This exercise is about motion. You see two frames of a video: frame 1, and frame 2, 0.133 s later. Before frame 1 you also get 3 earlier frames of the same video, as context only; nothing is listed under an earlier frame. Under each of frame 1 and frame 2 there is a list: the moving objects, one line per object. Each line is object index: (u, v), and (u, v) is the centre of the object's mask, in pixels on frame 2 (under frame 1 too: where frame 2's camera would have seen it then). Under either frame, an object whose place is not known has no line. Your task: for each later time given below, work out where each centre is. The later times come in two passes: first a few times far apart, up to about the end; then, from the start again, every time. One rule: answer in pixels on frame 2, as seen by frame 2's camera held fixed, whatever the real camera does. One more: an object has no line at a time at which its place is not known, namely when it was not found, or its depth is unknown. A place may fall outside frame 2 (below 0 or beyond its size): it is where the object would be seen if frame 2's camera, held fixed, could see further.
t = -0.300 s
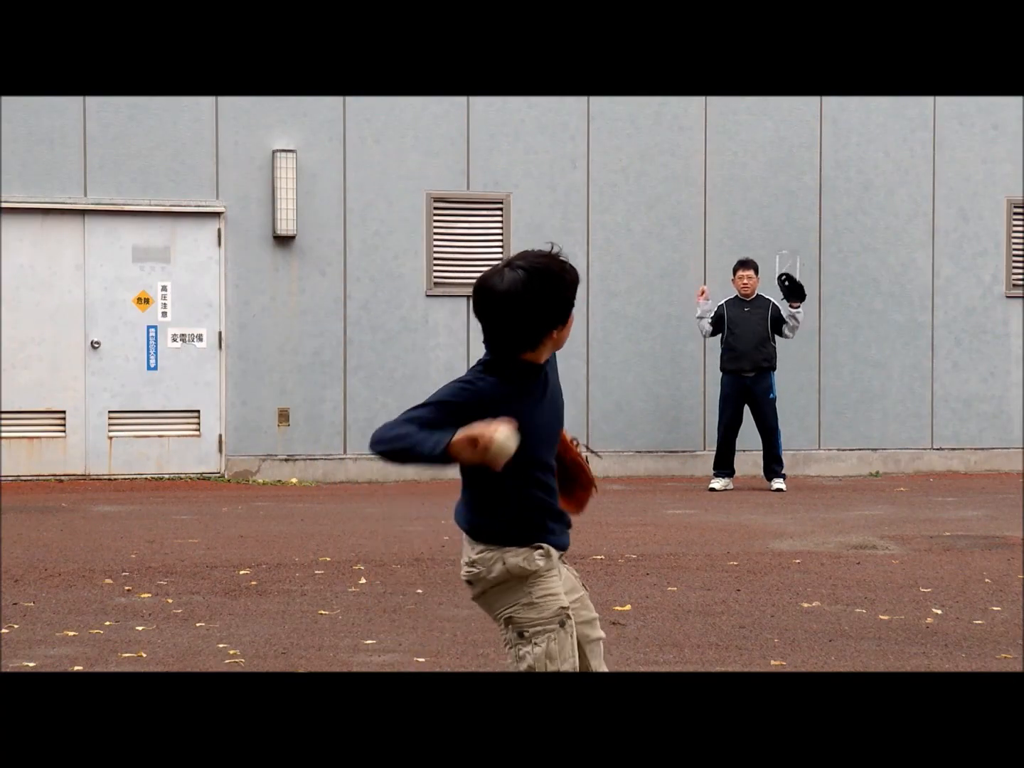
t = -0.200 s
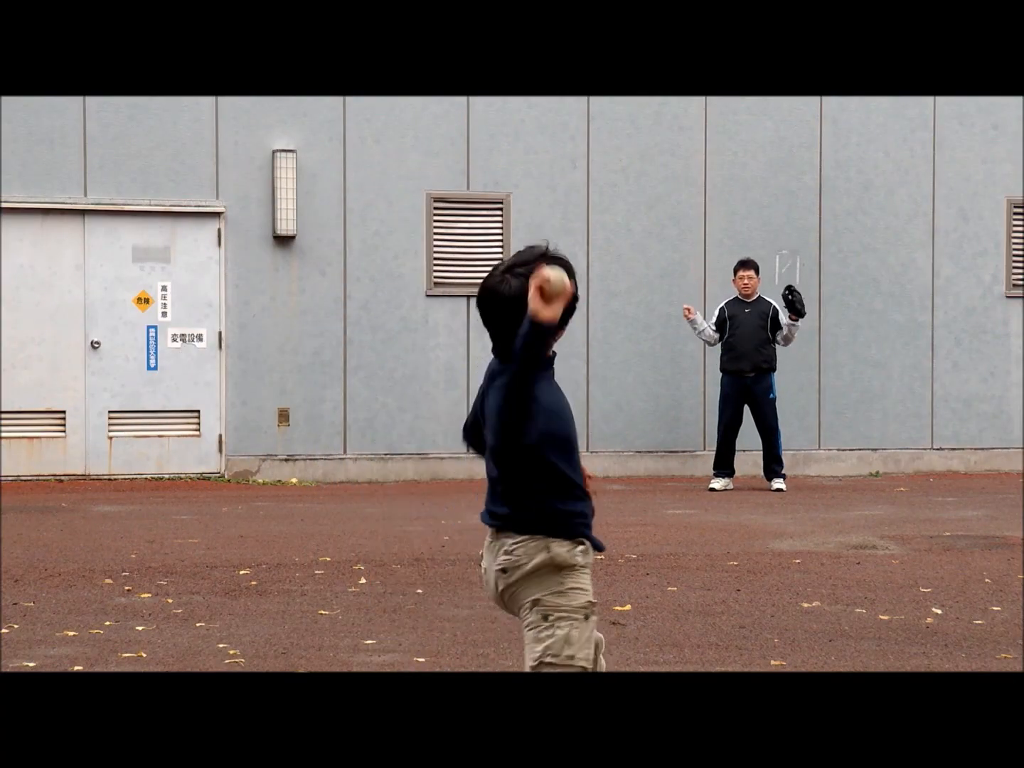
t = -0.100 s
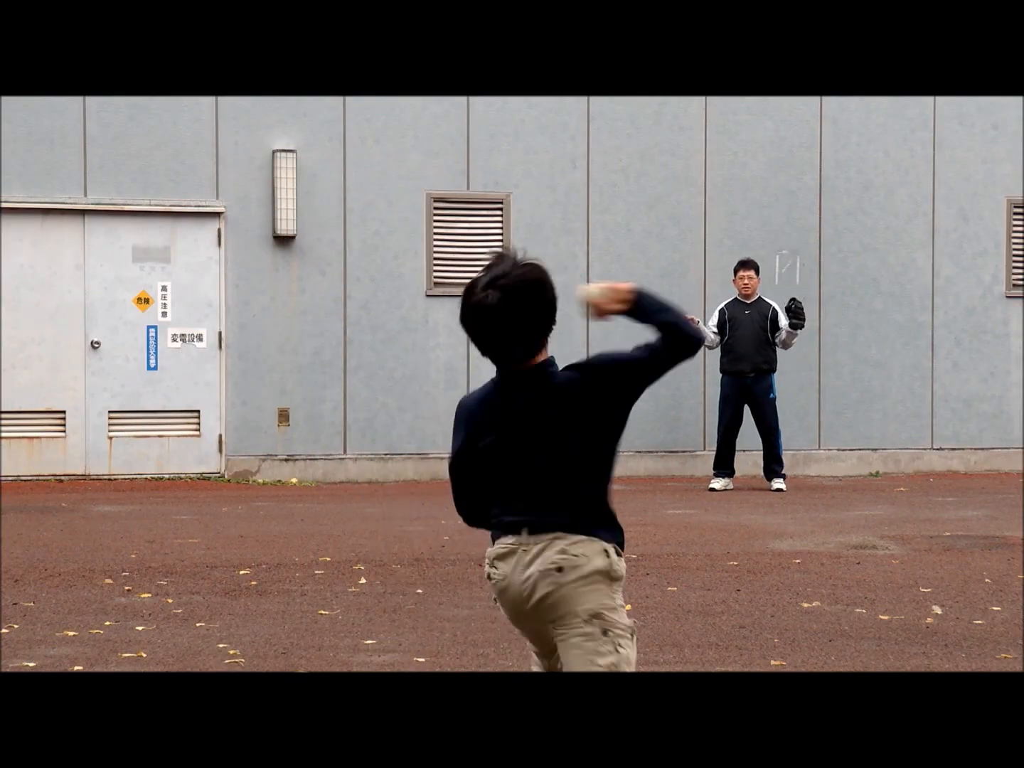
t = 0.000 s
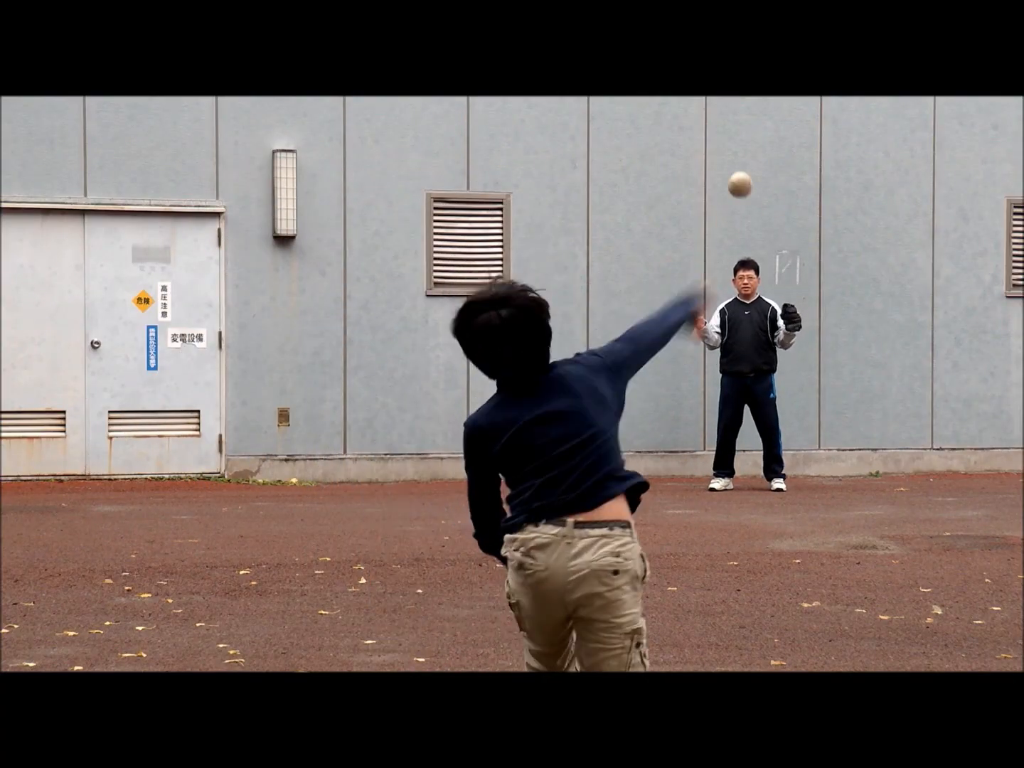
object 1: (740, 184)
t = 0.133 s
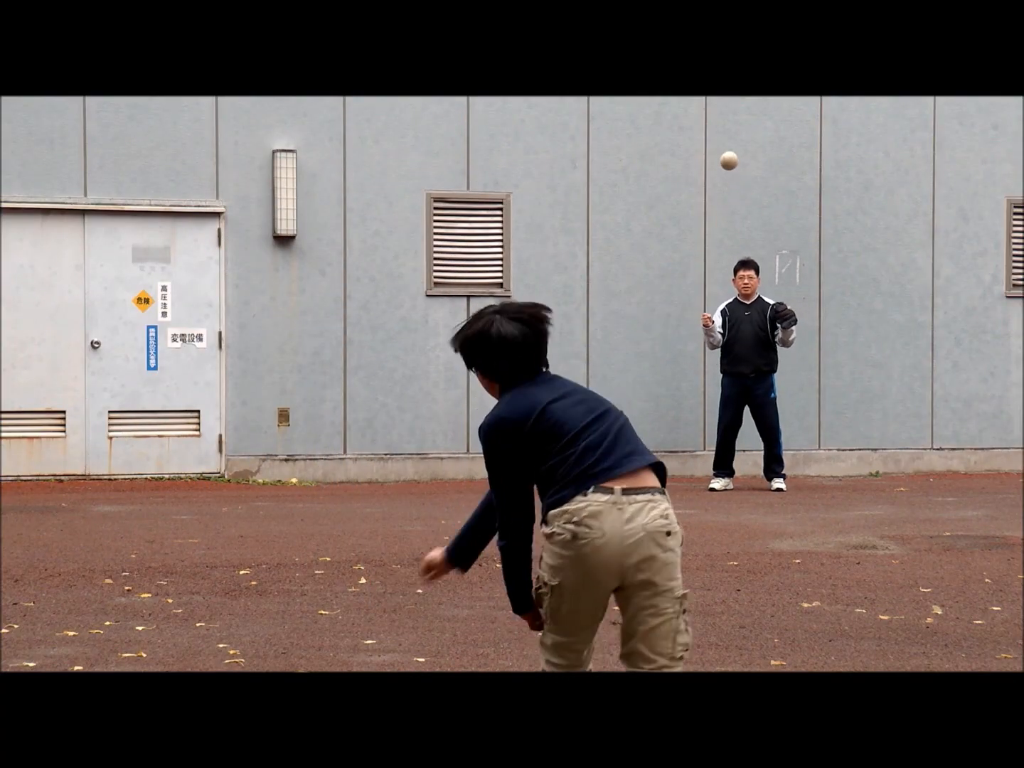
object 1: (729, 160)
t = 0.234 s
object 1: (725, 172)
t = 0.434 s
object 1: (725, 232)
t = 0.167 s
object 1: (728, 162)
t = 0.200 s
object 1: (727, 166)
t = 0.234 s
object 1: (725, 172)
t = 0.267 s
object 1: (725, 179)
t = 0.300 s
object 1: (725, 188)
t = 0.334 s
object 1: (725, 197)
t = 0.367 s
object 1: (724, 208)
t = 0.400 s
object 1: (725, 220)
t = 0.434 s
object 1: (725, 232)
